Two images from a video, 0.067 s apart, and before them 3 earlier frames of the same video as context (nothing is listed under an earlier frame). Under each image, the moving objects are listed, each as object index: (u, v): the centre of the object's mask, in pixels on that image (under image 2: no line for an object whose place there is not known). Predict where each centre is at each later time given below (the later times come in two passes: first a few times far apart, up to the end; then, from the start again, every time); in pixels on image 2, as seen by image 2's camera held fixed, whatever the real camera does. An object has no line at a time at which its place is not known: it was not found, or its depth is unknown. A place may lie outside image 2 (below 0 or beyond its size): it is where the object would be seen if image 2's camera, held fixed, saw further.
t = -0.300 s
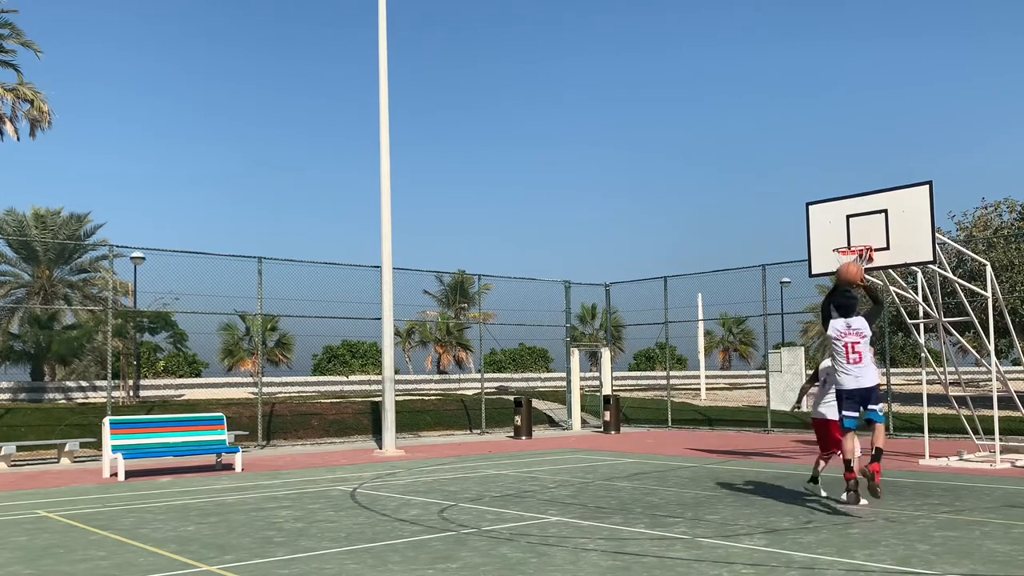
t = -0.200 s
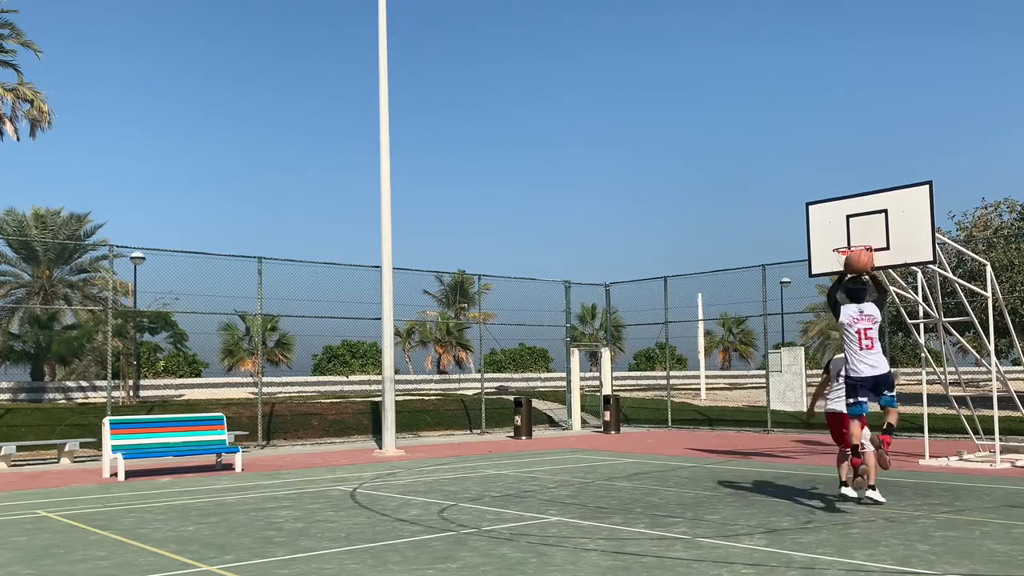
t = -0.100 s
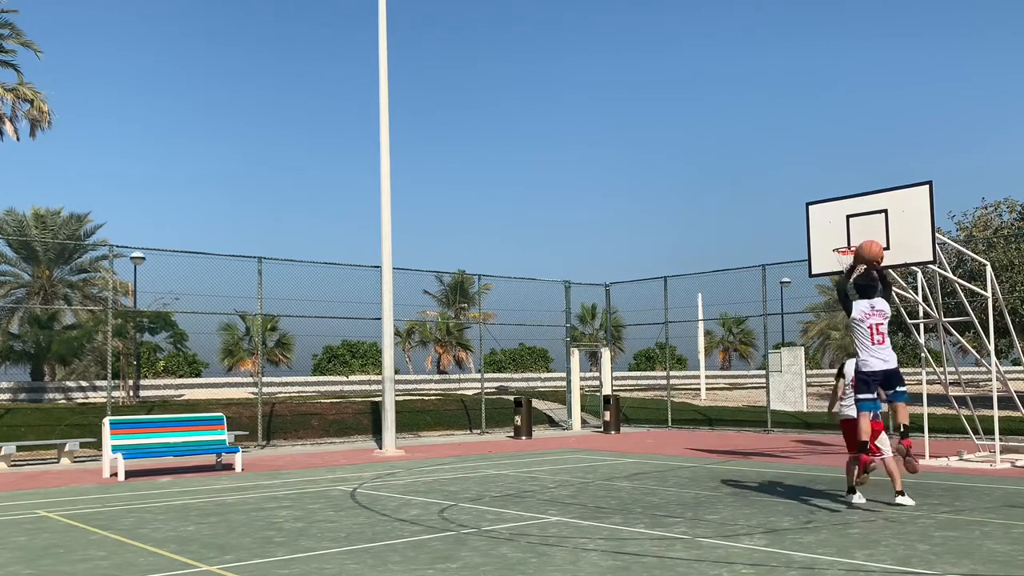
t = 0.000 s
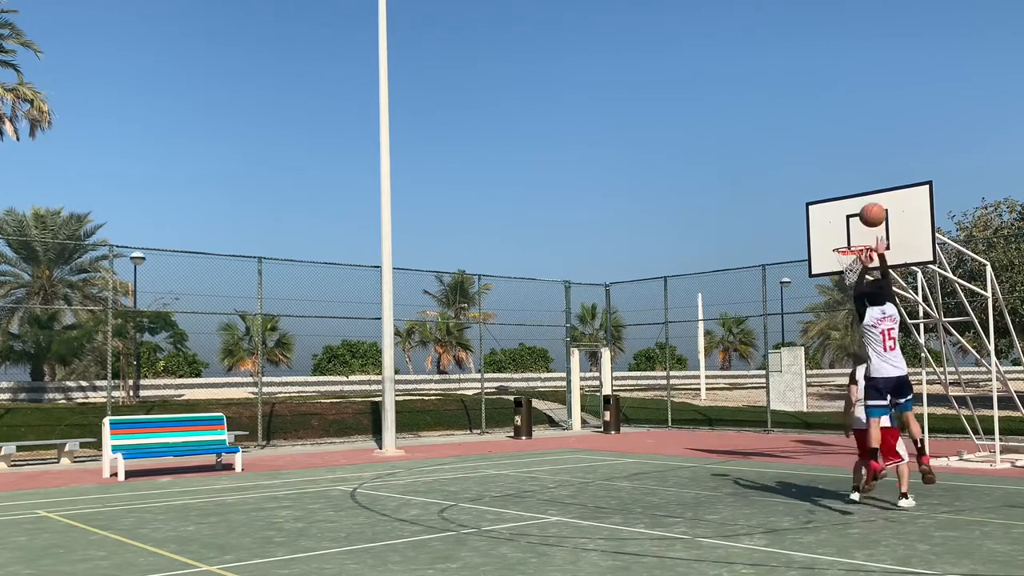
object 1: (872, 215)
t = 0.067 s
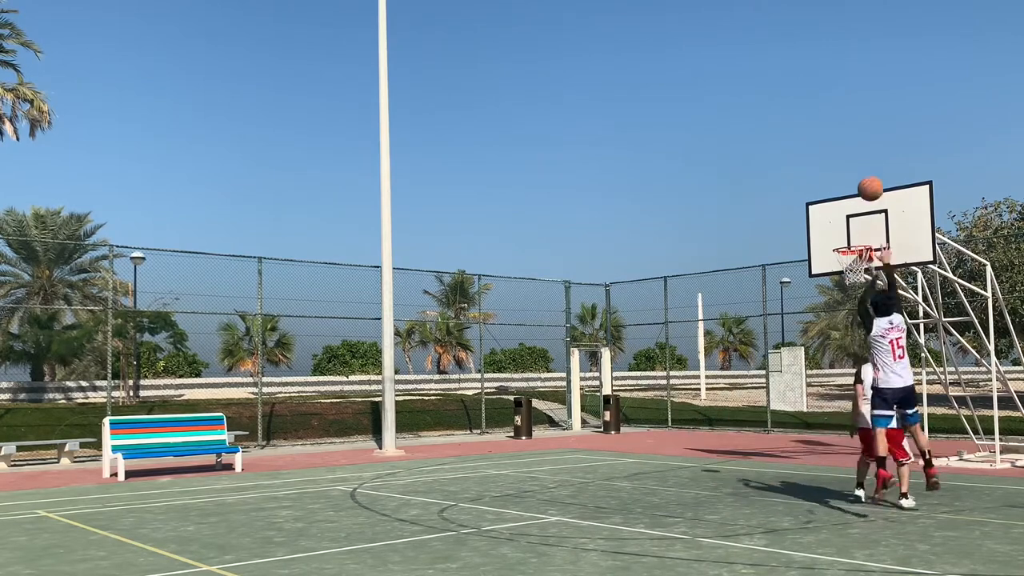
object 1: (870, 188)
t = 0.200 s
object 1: (868, 152)
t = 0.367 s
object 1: (865, 135)
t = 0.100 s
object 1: (869, 177)
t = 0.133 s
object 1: (869, 168)
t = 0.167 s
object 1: (868, 160)
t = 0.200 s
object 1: (868, 152)
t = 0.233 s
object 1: (867, 147)
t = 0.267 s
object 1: (867, 142)
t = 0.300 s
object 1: (866, 139)
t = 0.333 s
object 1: (866, 136)
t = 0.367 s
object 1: (865, 135)
